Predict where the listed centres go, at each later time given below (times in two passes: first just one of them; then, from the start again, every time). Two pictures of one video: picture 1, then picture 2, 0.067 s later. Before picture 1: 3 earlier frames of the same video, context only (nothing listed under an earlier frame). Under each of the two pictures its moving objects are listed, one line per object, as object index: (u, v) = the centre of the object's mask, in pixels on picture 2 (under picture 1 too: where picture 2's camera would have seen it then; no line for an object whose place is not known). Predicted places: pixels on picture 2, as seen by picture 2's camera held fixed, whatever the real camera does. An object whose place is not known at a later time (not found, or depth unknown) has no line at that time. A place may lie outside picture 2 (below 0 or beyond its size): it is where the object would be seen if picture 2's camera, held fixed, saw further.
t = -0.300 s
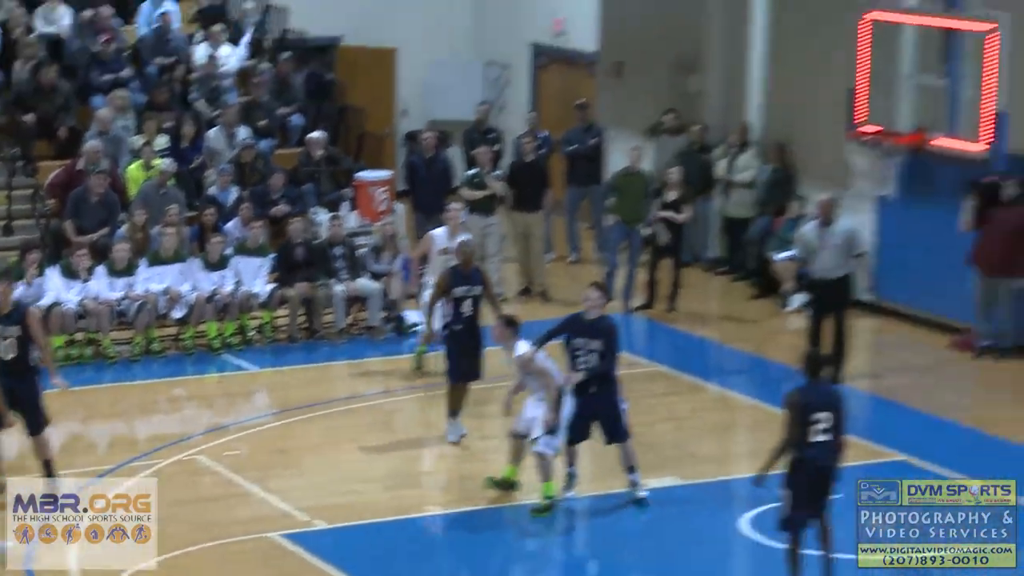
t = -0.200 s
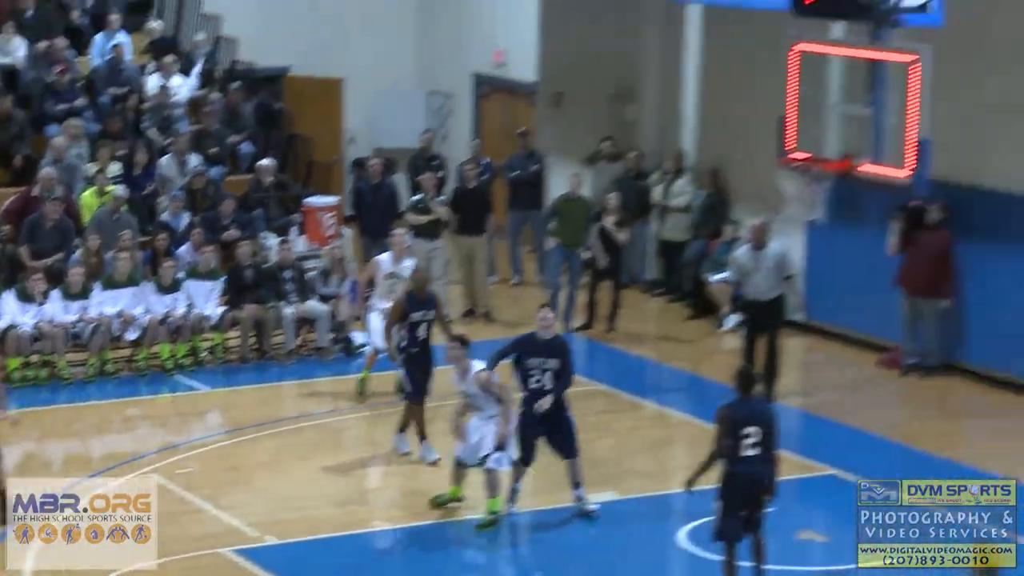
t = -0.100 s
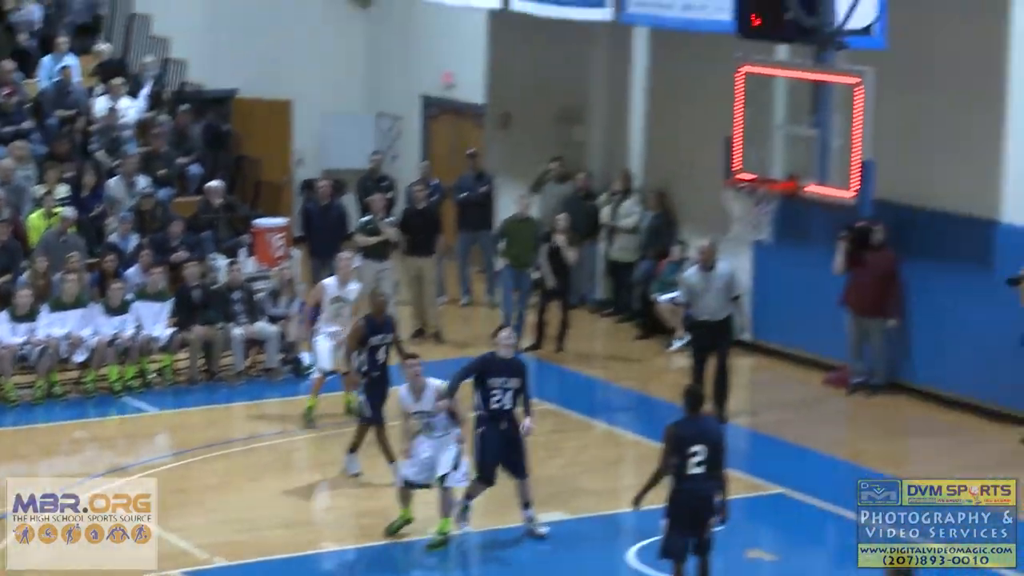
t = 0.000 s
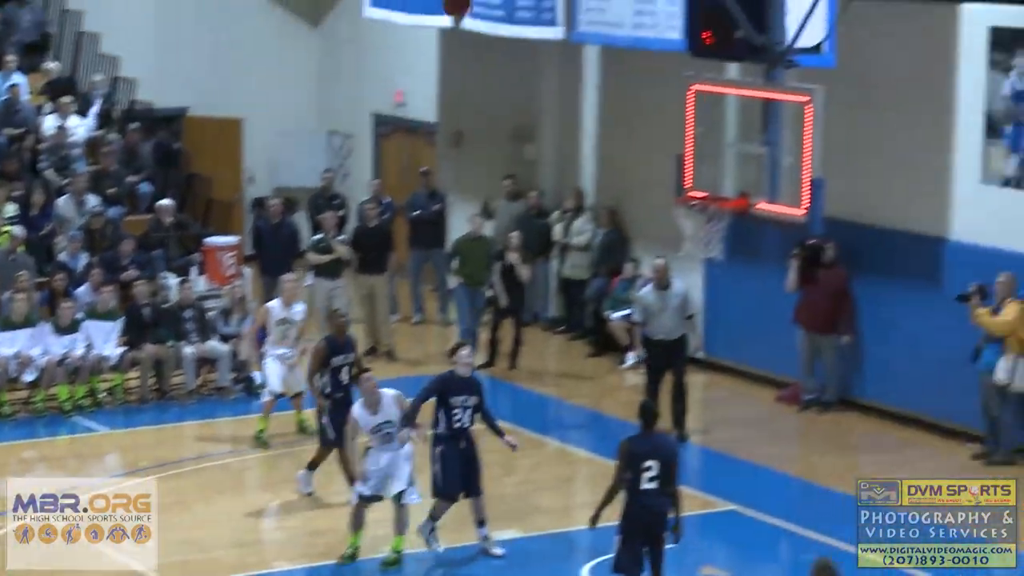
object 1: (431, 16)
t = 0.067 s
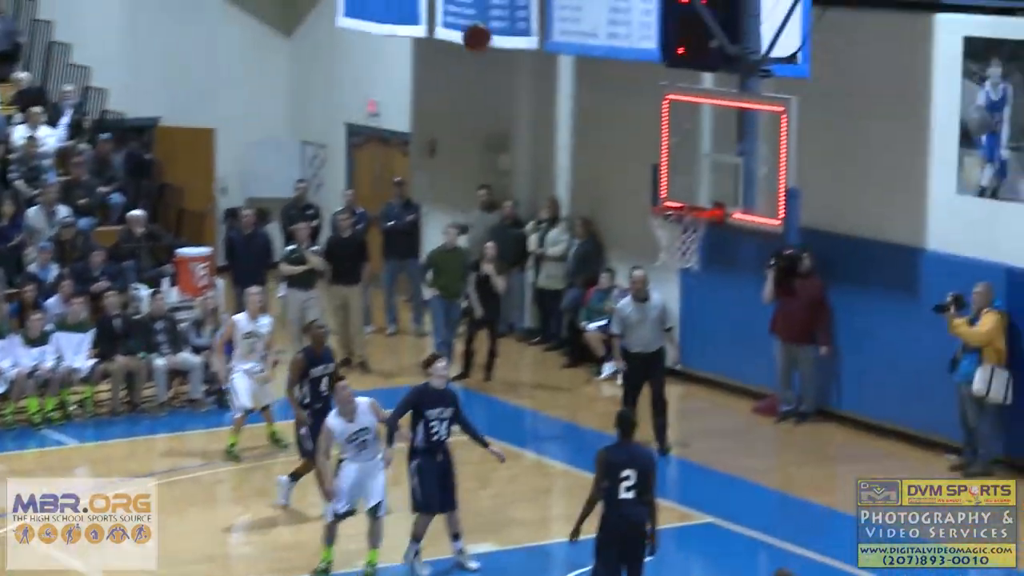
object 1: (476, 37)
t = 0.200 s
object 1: (572, 103)
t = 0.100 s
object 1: (500, 52)
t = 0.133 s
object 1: (524, 66)
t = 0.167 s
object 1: (547, 83)
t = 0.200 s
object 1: (572, 103)
